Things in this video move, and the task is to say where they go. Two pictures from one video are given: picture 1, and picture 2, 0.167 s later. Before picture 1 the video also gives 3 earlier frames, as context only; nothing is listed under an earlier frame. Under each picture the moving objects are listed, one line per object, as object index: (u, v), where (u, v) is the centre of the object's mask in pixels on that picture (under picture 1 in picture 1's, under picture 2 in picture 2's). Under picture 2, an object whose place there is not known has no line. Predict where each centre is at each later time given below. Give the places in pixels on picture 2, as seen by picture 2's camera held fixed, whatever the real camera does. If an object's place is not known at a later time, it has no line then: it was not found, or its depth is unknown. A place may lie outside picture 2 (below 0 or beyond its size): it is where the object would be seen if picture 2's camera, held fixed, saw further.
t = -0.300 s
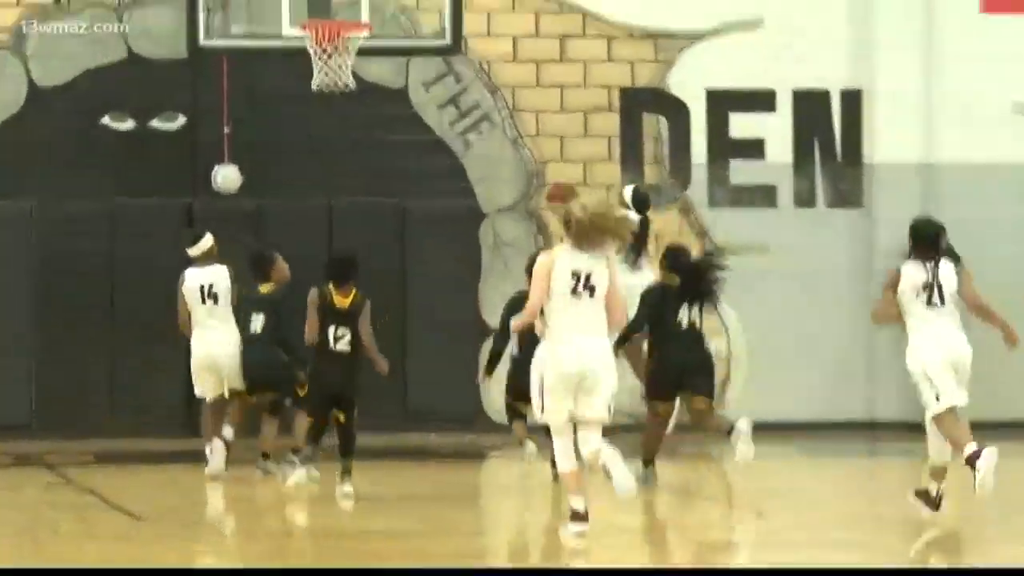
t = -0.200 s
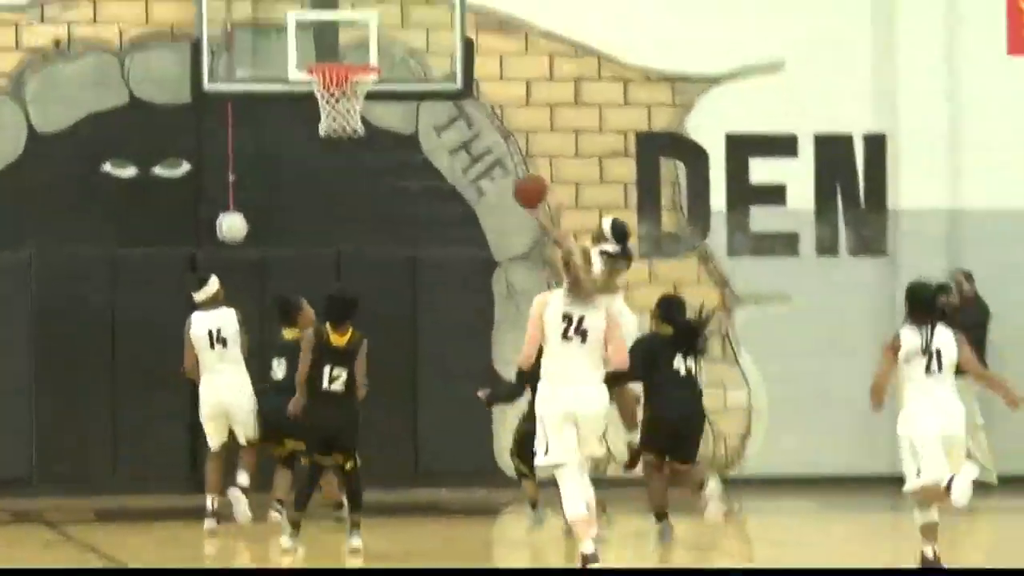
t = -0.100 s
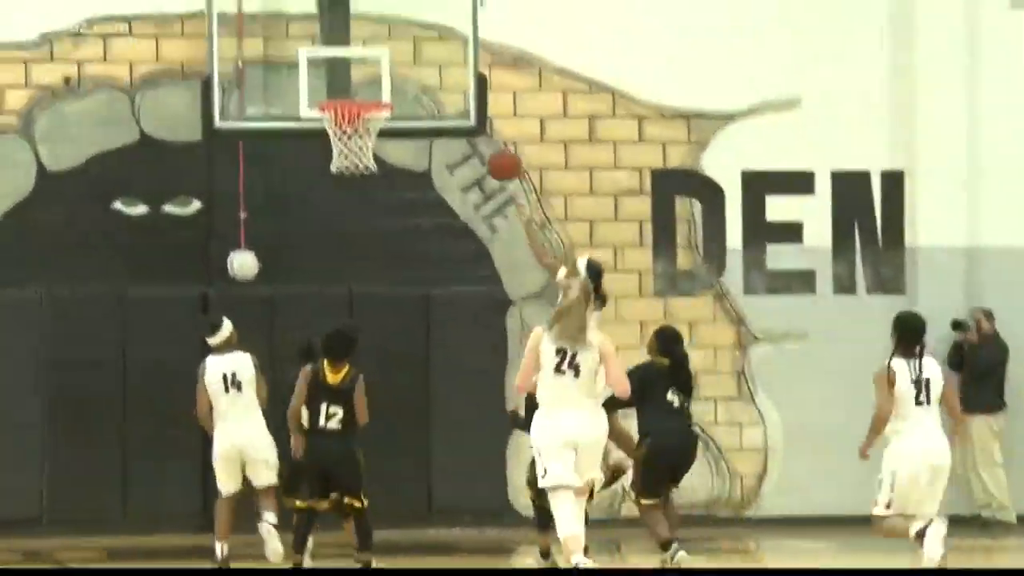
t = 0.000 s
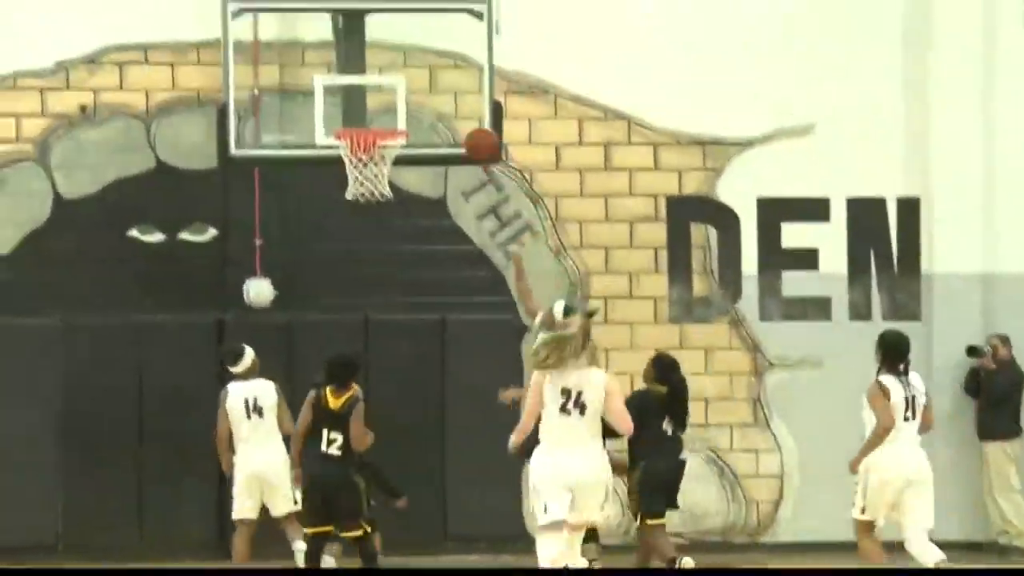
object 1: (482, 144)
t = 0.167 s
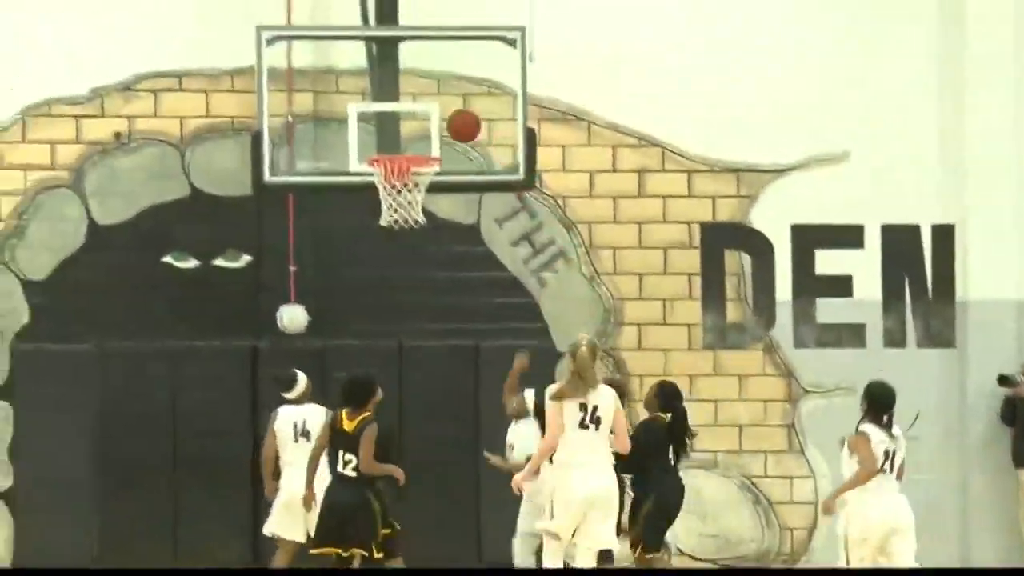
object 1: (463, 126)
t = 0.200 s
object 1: (459, 122)
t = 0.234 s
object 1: (454, 120)
